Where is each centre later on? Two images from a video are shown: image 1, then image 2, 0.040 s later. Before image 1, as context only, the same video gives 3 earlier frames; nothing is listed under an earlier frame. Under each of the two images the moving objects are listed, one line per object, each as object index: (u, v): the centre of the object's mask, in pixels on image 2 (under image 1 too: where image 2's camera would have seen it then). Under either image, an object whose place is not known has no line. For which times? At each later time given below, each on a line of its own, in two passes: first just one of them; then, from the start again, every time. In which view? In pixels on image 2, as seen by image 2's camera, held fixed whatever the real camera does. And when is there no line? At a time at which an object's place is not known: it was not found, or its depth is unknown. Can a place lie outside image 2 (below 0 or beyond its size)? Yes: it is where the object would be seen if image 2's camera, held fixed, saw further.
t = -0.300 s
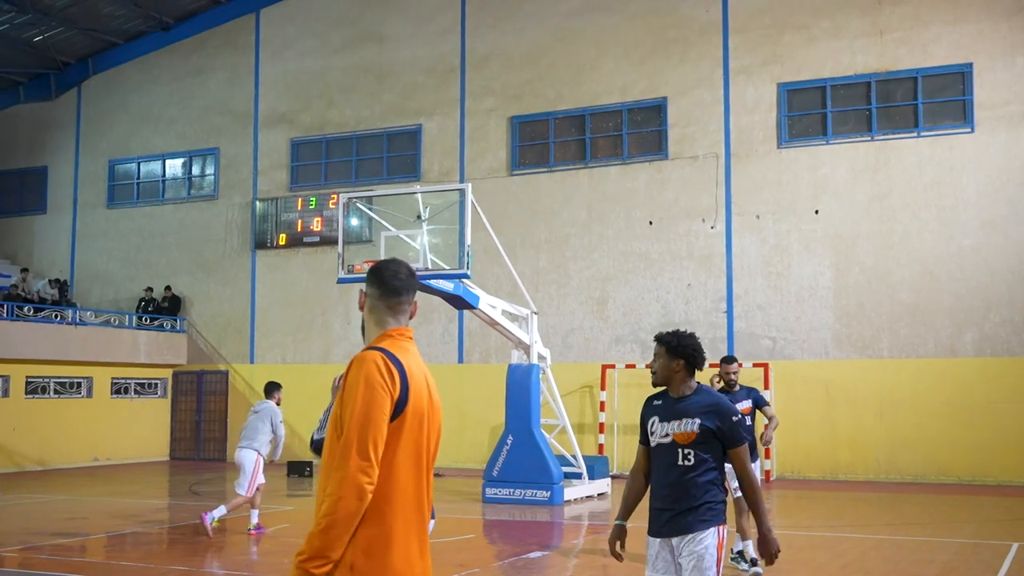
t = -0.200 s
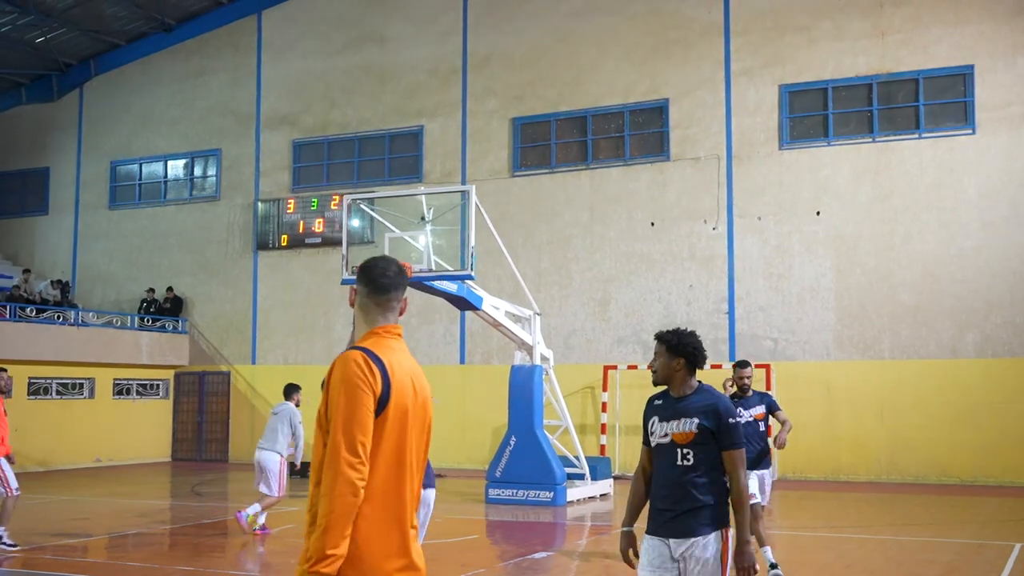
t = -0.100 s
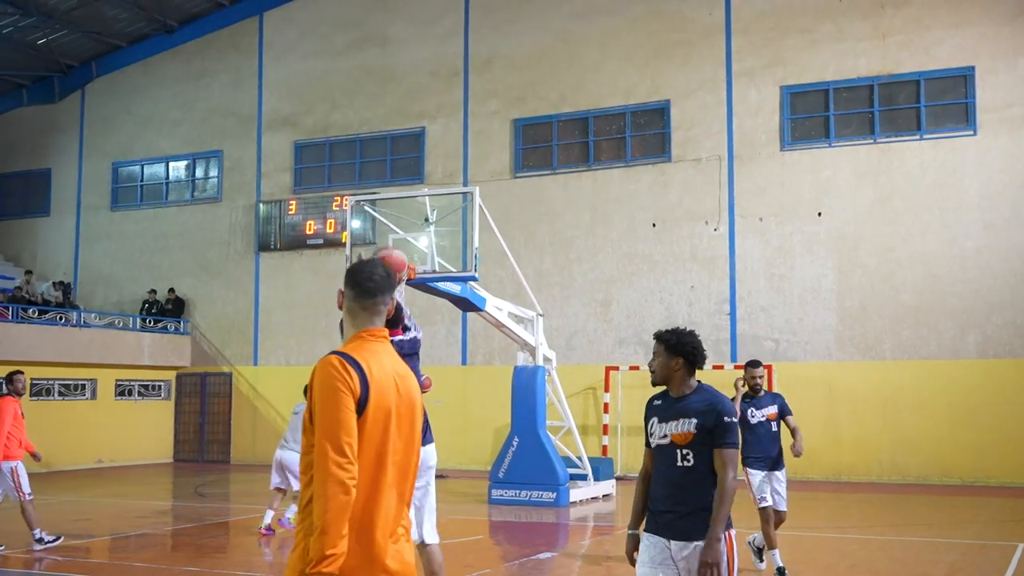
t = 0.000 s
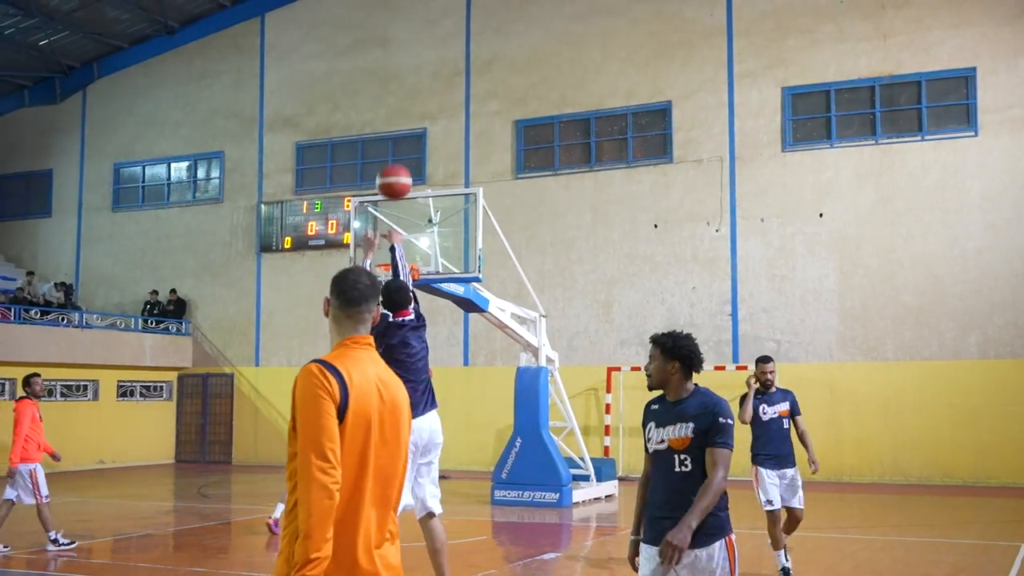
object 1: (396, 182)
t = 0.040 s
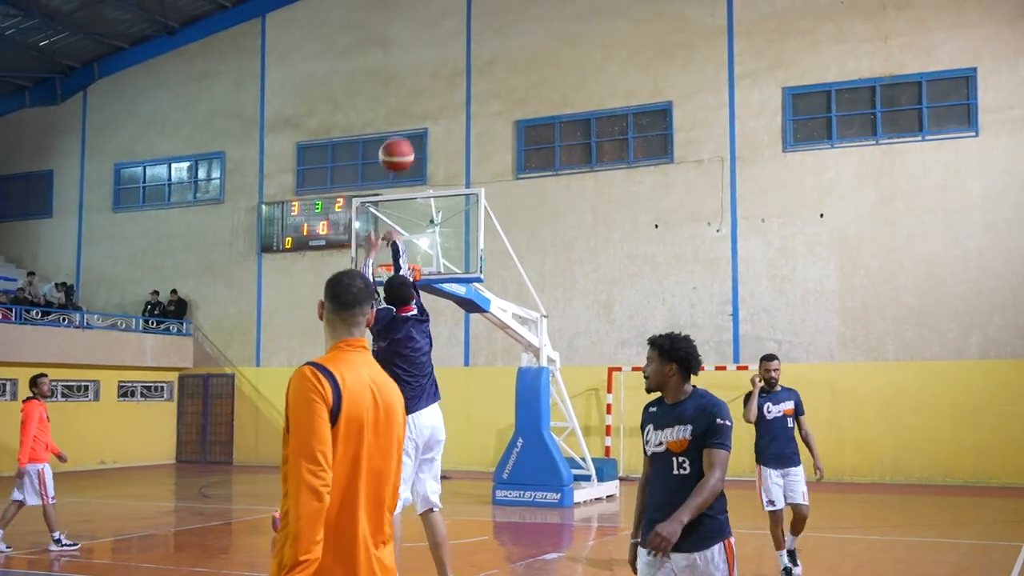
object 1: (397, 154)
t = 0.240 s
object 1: (400, 63)
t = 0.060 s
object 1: (397, 141)
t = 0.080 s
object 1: (397, 130)
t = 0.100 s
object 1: (398, 118)
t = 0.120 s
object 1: (398, 108)
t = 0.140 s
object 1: (399, 99)
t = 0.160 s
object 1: (399, 91)
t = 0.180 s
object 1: (399, 83)
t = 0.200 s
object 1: (400, 75)
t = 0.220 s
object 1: (400, 69)
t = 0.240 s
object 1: (400, 63)
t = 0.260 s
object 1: (401, 57)
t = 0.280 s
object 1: (401, 52)
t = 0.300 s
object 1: (402, 48)
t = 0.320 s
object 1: (402, 45)
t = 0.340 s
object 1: (402, 41)
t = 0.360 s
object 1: (402, 38)
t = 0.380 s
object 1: (402, 36)
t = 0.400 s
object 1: (402, 34)
